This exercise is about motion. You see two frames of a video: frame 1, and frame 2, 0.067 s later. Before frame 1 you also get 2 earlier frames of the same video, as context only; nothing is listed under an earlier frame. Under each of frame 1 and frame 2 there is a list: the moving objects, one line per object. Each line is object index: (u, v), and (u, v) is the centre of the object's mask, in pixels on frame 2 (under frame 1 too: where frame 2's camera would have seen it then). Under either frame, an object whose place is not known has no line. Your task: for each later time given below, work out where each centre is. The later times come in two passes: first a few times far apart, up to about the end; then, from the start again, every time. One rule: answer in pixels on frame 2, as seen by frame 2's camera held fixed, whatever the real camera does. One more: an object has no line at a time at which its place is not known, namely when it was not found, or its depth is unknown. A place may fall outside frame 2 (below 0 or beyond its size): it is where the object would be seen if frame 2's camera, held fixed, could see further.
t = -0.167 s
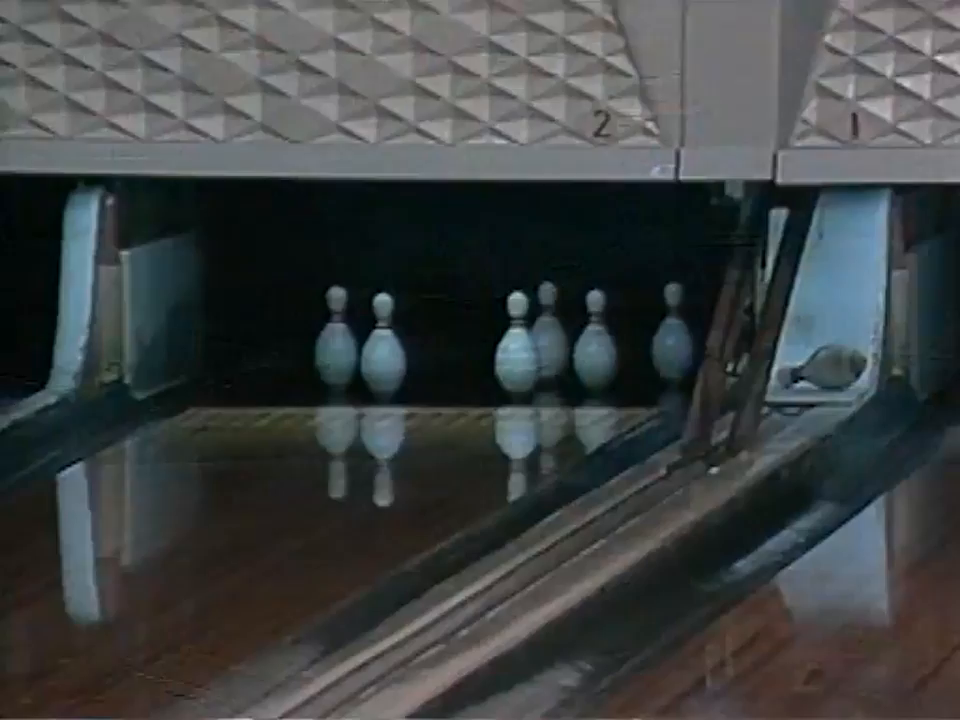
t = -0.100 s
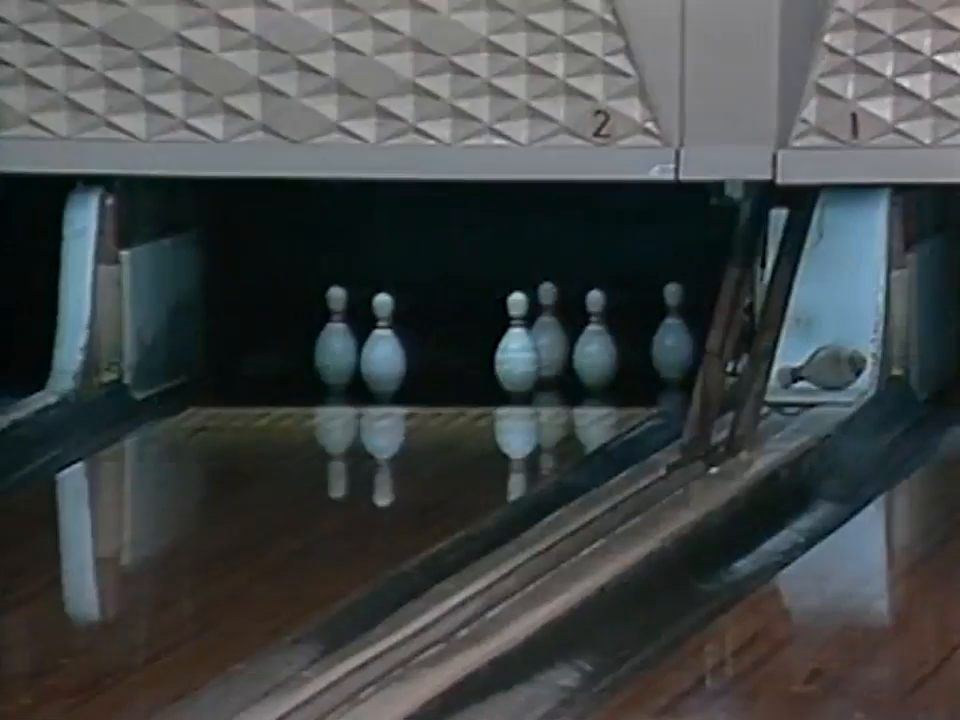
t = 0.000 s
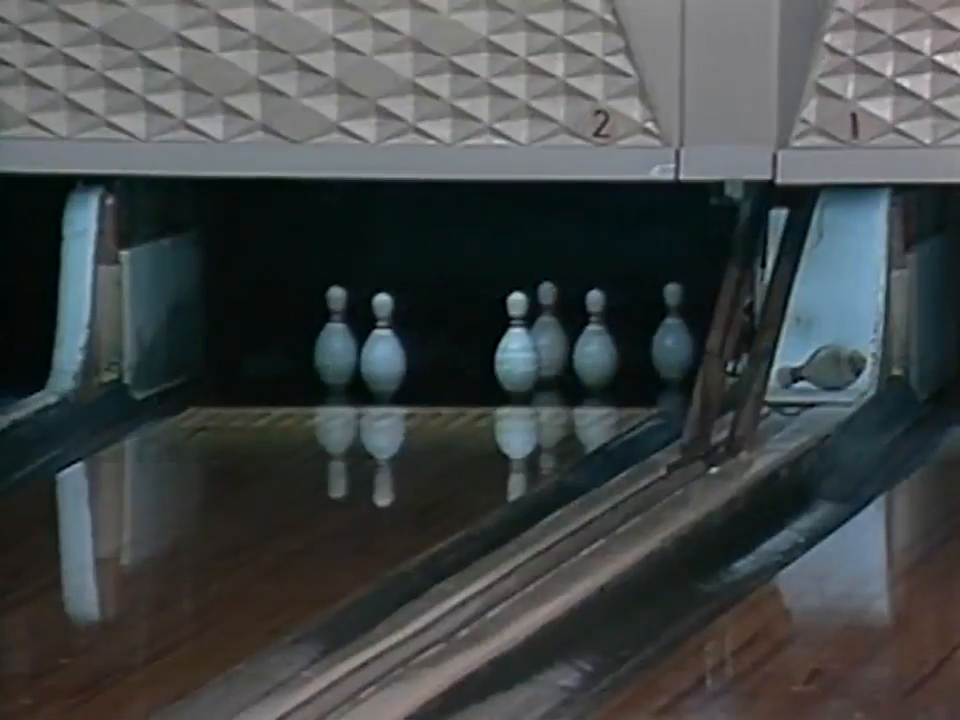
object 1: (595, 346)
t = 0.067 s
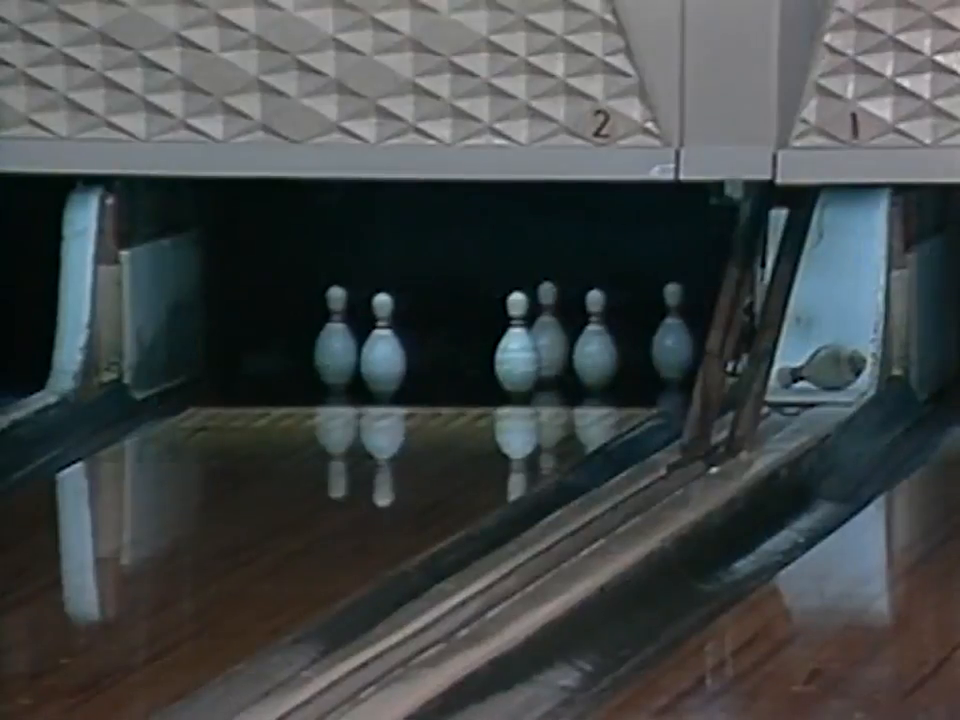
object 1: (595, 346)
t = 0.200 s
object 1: (595, 346)
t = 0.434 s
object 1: (595, 346)
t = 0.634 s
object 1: (595, 346)
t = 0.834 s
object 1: (595, 346)
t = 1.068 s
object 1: (595, 346)
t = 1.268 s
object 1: (595, 346)
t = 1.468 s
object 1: (595, 346)
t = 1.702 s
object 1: (584, 344)
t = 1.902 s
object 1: (563, 335)
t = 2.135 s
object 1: (530, 362)
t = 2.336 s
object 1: (506, 364)
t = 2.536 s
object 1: (490, 365)
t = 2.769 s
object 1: (474, 364)
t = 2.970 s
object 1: (463, 364)
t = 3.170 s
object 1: (456, 364)
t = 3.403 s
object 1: (452, 364)
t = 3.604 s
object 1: (452, 363)
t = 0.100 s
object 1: (595, 346)
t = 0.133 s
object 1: (595, 346)
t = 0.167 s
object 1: (595, 346)
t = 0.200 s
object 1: (595, 346)
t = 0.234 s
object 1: (595, 346)
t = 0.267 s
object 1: (595, 346)
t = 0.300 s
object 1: (595, 346)
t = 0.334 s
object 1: (595, 346)
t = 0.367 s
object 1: (595, 346)
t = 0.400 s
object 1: (595, 346)
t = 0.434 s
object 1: (595, 346)
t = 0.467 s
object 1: (595, 346)
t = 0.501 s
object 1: (595, 346)
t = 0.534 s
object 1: (595, 346)
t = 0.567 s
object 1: (595, 346)
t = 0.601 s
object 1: (595, 346)
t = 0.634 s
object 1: (595, 346)
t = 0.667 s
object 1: (595, 346)
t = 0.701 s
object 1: (595, 346)
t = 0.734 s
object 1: (595, 346)
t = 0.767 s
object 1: (595, 346)
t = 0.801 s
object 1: (595, 346)
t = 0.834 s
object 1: (595, 346)
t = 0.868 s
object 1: (595, 346)
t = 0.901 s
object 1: (595, 346)
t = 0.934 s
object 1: (595, 346)
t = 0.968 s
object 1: (595, 346)
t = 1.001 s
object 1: (595, 346)
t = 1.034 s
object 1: (595, 346)
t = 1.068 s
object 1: (595, 346)
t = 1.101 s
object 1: (599, 333)
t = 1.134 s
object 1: (593, 328)
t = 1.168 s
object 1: (593, 335)
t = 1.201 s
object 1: (594, 337)
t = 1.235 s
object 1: (593, 343)
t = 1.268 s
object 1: (595, 346)
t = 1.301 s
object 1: (595, 346)
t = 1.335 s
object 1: (595, 346)
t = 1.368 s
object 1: (595, 346)
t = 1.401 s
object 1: (595, 346)
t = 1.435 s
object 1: (595, 346)
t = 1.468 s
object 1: (595, 346)
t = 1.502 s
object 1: (595, 346)
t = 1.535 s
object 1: (595, 346)
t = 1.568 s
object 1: (595, 346)
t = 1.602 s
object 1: (594, 346)
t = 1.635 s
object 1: (591, 345)
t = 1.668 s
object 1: (588, 345)
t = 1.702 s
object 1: (584, 344)
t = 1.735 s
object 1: (581, 341)
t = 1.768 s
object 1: (577, 338)
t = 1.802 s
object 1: (574, 335)
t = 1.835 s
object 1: (571, 333)
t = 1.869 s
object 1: (568, 333)
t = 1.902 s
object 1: (563, 335)
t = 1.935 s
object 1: (557, 338)
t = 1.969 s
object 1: (551, 343)
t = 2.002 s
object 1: (545, 352)
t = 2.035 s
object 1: (540, 361)
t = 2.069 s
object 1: (537, 368)
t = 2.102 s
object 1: (534, 363)
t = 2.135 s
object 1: (530, 362)
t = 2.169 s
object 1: (524, 361)
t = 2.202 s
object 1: (519, 360)
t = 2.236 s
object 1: (514, 360)
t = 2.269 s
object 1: (511, 362)
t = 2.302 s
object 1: (508, 364)
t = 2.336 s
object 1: (506, 364)
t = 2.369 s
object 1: (502, 364)
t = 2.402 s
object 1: (499, 364)
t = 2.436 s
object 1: (497, 363)
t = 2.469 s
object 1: (495, 364)
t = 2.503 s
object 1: (493, 364)
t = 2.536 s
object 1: (490, 365)
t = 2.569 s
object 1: (488, 365)
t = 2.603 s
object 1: (485, 364)
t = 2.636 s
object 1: (483, 364)
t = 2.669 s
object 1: (480, 364)
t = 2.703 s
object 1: (478, 364)
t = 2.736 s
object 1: (476, 364)
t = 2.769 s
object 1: (474, 364)
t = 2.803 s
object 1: (472, 364)
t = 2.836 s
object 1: (470, 364)
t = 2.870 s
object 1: (468, 364)
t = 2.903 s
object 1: (466, 364)
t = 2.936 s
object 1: (464, 364)
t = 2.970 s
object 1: (463, 364)
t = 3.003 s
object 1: (461, 364)
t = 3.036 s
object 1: (460, 364)
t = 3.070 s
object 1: (459, 364)
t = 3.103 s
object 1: (458, 364)
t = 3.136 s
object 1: (456, 364)
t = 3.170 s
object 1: (456, 364)
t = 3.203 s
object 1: (455, 364)
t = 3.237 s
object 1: (454, 363)
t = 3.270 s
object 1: (454, 363)
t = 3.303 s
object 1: (453, 364)
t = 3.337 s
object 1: (453, 364)
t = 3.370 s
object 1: (452, 364)
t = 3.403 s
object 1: (452, 364)
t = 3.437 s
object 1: (452, 363)
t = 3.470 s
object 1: (452, 363)
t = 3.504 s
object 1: (452, 364)
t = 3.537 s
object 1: (452, 364)
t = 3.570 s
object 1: (452, 363)
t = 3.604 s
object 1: (452, 363)
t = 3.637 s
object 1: (452, 364)
